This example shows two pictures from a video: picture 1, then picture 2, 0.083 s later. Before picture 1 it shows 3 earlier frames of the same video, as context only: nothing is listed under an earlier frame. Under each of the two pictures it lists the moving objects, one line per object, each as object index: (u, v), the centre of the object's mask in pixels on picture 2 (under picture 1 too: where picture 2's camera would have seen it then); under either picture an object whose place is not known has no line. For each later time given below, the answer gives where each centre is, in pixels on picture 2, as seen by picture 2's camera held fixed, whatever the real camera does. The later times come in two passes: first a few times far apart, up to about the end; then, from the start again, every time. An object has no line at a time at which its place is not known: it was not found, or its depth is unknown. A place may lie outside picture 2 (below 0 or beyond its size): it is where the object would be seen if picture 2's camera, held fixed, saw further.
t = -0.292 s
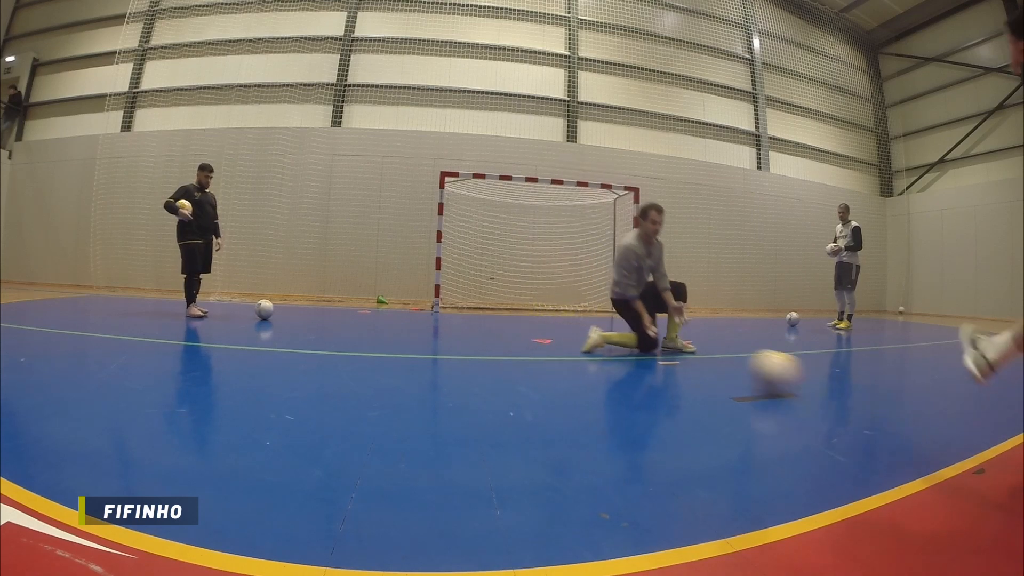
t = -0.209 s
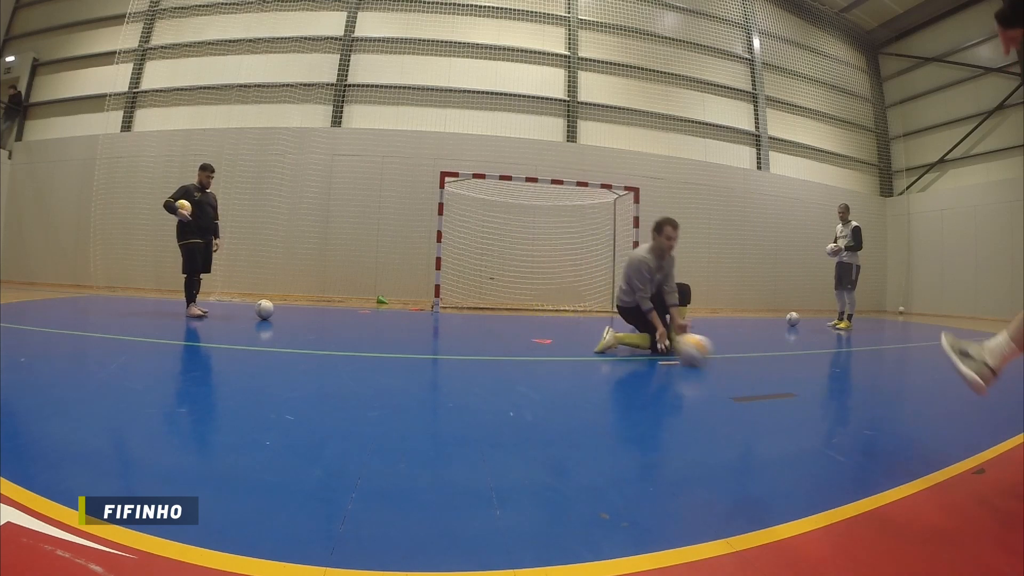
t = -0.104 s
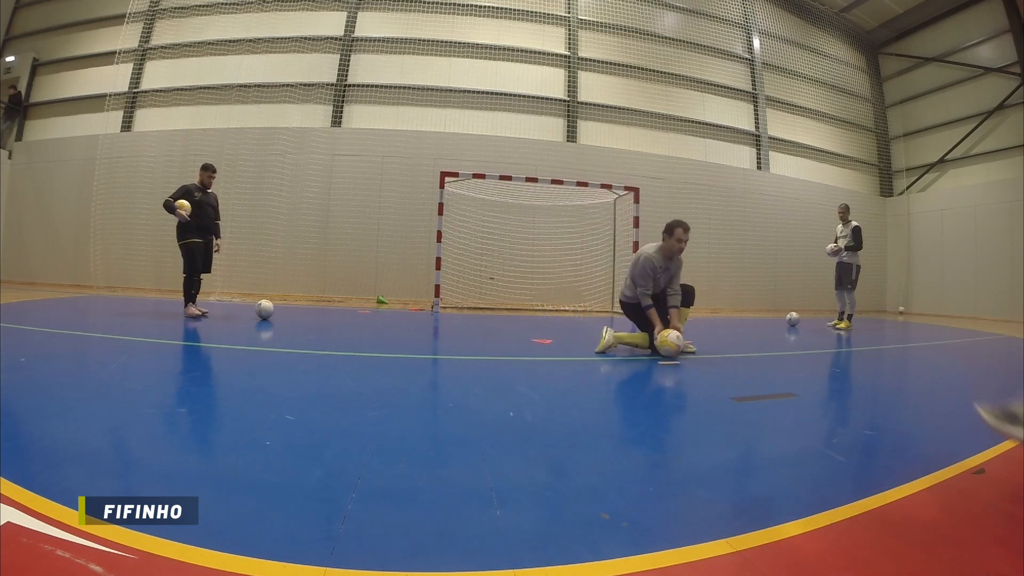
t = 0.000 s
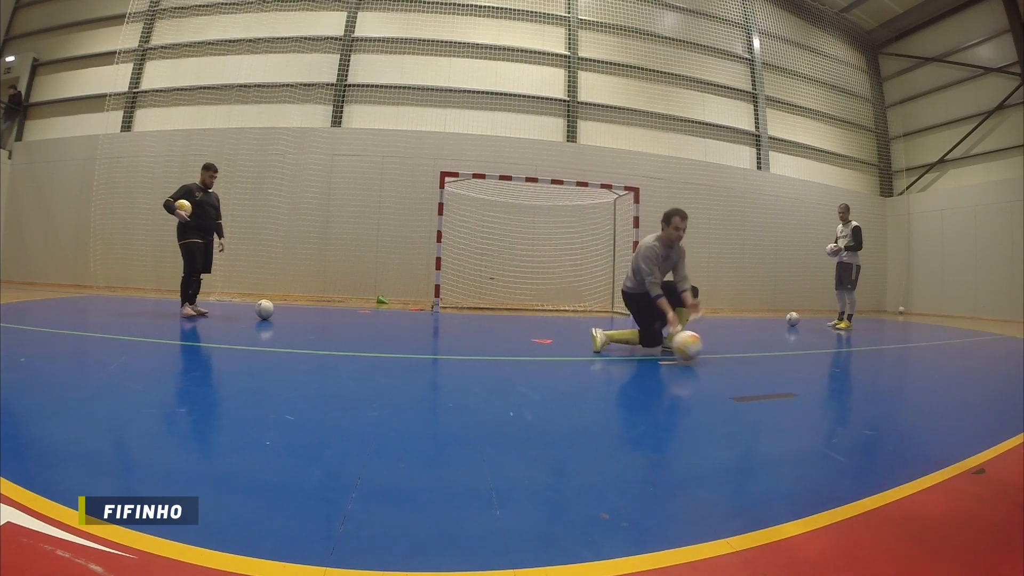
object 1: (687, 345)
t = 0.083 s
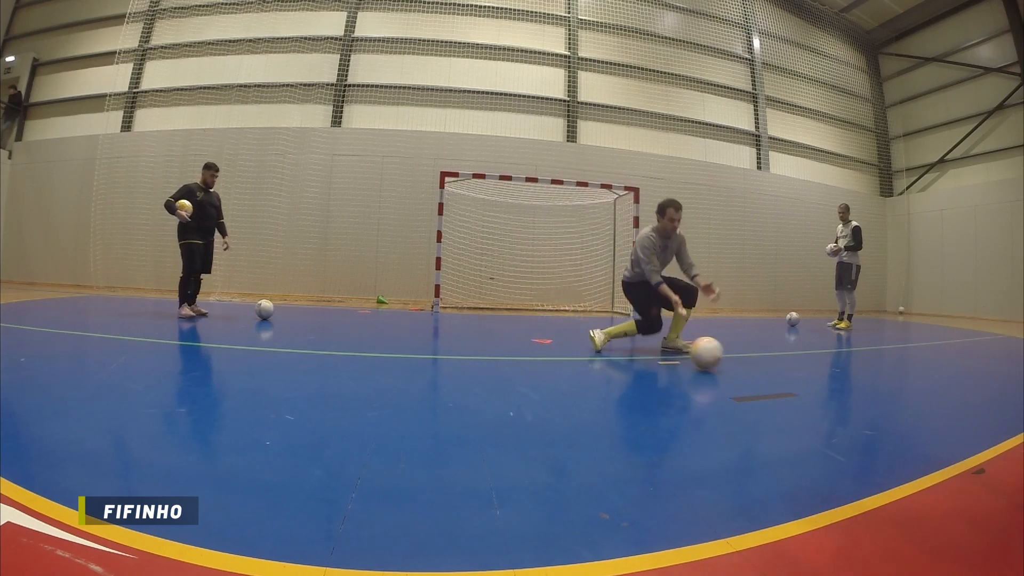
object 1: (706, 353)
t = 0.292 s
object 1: (757, 367)
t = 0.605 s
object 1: (865, 396)
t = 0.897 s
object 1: (1007, 433)
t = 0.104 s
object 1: (711, 354)
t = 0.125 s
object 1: (715, 355)
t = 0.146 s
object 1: (720, 357)
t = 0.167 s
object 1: (725, 359)
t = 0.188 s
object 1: (731, 360)
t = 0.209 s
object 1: (736, 362)
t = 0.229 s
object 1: (741, 363)
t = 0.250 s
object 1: (746, 364)
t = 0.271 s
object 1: (752, 366)
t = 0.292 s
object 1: (757, 367)
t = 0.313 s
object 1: (763, 369)
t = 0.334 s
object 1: (769, 370)
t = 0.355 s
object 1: (776, 372)
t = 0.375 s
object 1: (782, 374)
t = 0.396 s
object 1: (788, 375)
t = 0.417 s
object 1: (795, 377)
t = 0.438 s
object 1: (802, 379)
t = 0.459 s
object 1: (809, 382)
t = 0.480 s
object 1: (817, 383)
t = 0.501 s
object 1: (825, 385)
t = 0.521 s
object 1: (833, 387)
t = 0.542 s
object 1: (841, 389)
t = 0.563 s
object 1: (848, 391)
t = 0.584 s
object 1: (856, 394)
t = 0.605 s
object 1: (865, 396)
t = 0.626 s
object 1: (874, 397)
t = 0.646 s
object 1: (884, 400)
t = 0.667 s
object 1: (893, 402)
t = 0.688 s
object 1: (903, 405)
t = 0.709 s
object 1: (913, 407)
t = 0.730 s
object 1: (923, 411)
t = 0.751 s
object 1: (934, 413)
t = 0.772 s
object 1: (946, 414)
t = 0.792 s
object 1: (957, 418)
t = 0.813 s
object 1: (968, 421)
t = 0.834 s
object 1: (980, 423)
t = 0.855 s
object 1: (991, 426)
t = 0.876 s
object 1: (1000, 431)
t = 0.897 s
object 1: (1007, 433)
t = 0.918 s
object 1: (1012, 436)
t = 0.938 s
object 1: (1014, 438)
